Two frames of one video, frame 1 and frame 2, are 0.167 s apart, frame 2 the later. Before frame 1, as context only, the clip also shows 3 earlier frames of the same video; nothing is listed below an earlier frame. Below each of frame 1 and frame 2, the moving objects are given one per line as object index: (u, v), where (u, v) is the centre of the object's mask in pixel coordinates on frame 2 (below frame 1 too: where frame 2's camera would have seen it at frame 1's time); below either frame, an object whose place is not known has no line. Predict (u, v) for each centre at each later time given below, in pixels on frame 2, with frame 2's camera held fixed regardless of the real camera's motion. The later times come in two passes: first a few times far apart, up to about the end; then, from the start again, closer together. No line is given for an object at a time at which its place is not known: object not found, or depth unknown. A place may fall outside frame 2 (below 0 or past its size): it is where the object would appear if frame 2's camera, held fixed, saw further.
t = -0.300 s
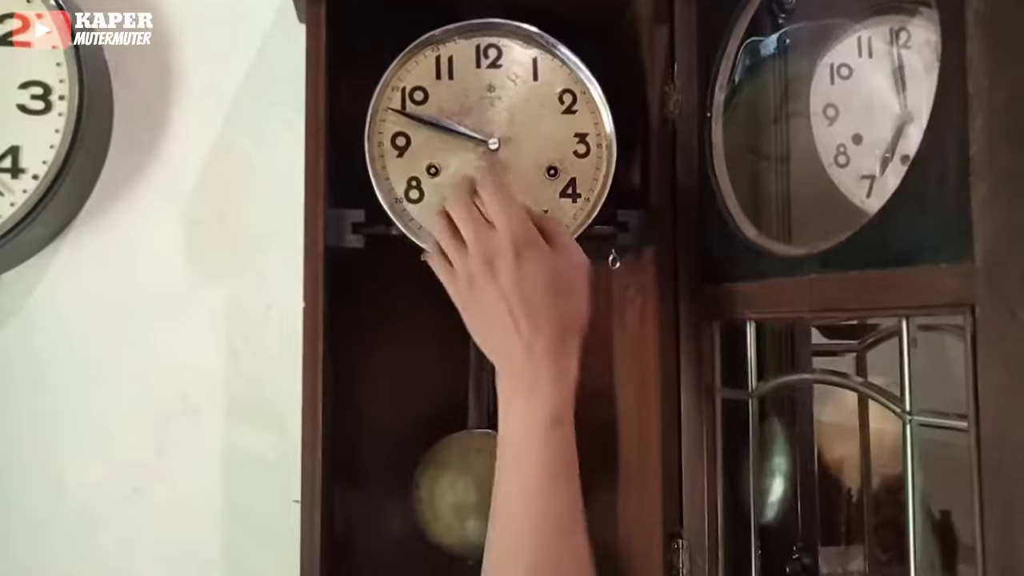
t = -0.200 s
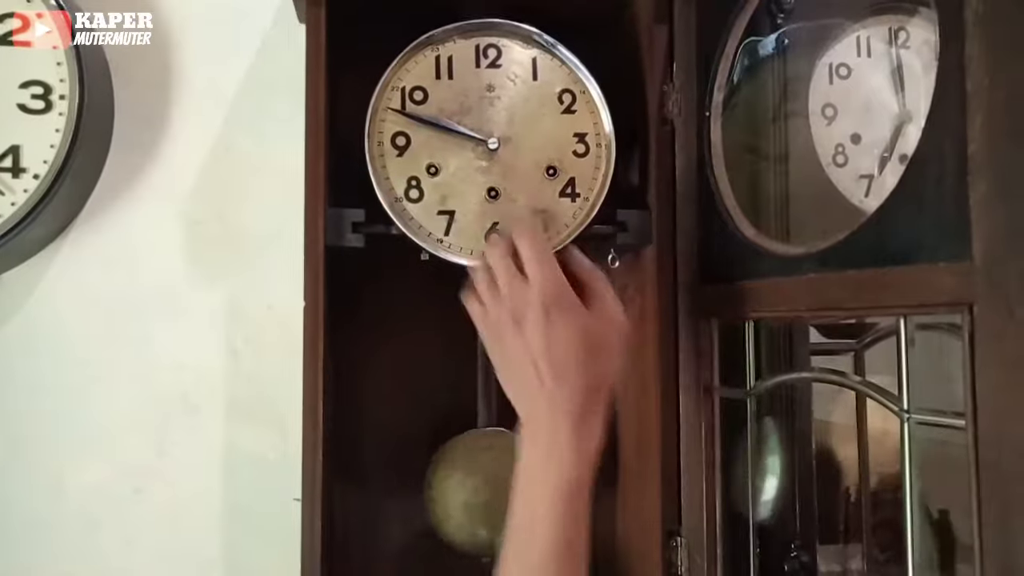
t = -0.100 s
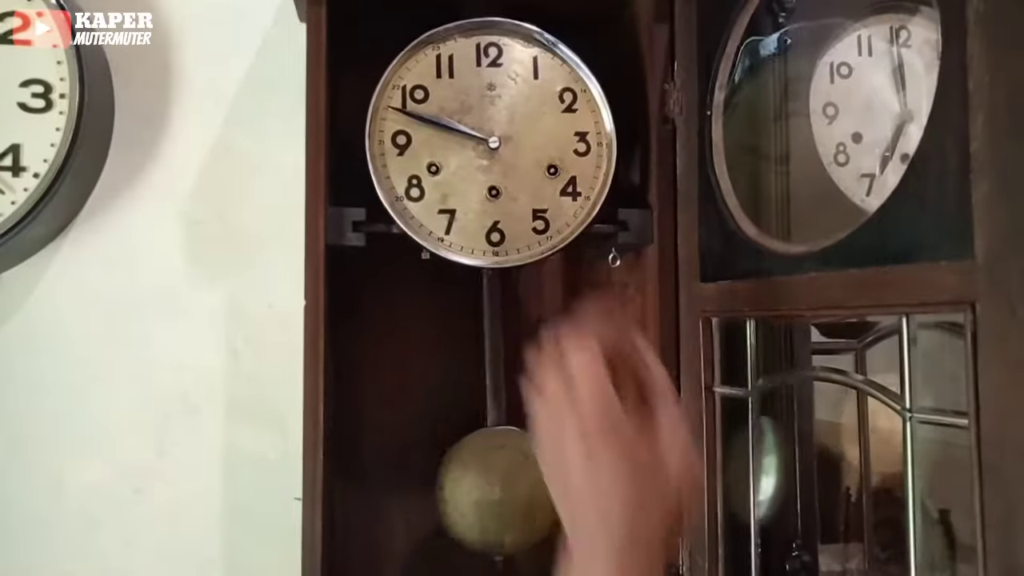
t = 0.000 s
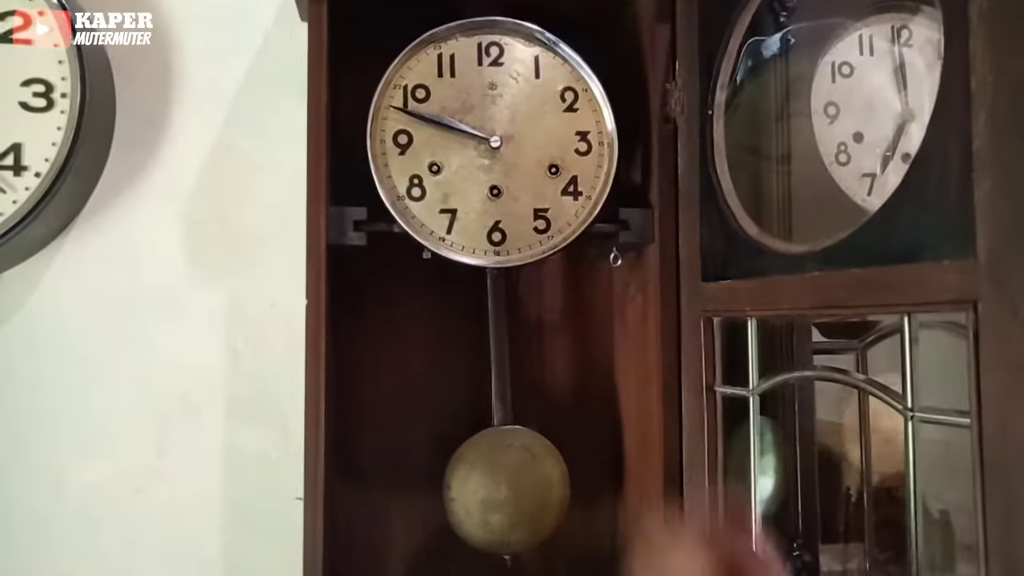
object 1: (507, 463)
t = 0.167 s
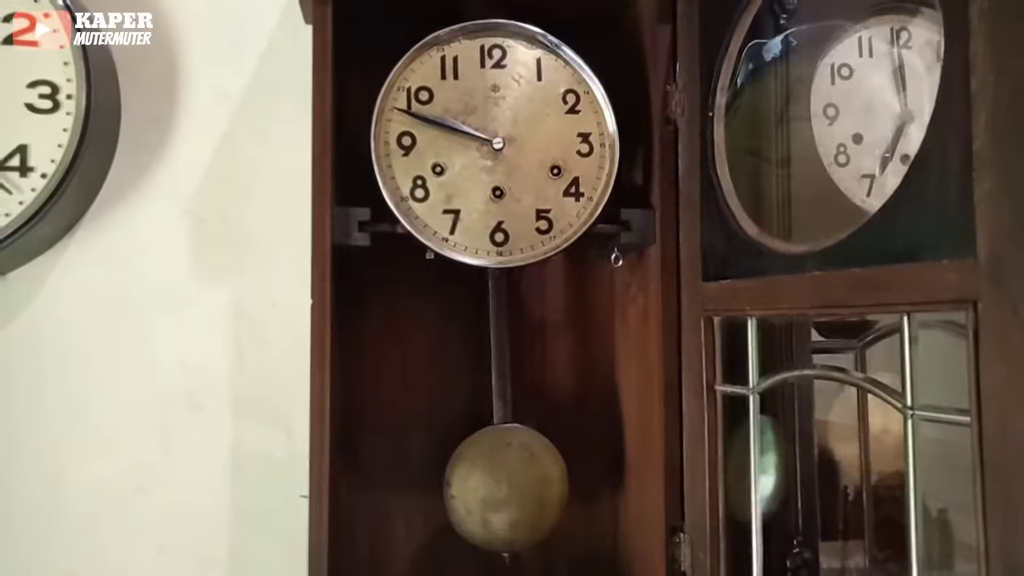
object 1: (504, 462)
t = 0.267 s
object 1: (496, 463)
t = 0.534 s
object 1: (469, 460)
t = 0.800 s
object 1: (474, 461)
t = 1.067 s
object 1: (502, 463)
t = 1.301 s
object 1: (506, 463)
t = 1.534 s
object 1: (484, 462)
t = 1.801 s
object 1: (466, 462)
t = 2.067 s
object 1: (484, 461)
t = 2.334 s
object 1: (507, 463)
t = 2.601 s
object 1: (496, 463)
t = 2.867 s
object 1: (471, 460)
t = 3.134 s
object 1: (476, 461)
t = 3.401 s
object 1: (502, 463)
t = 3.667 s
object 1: (507, 463)
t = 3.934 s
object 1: (482, 461)
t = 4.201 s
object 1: (467, 461)
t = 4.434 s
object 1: (484, 463)
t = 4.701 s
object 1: (507, 462)
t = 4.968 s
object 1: (495, 462)
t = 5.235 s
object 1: (469, 461)
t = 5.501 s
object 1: (475, 459)
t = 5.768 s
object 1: (501, 463)
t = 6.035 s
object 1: (504, 462)
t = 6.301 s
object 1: (481, 460)
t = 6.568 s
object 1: (467, 460)
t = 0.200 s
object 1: (502, 462)
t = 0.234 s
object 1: (499, 462)
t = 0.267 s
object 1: (496, 463)
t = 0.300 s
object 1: (492, 462)
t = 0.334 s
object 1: (488, 462)
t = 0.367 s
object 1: (484, 462)
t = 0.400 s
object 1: (481, 460)
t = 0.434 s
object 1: (478, 459)
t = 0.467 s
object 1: (474, 460)
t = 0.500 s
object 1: (472, 459)
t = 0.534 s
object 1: (469, 460)
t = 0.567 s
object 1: (467, 462)
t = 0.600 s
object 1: (466, 461)
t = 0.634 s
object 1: (466, 462)
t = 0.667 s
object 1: (466, 462)
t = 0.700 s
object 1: (467, 462)
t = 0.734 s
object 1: (469, 462)
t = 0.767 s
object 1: (471, 461)
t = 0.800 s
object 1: (474, 461)
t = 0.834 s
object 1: (477, 459)
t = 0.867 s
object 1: (481, 459)
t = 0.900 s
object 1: (484, 460)
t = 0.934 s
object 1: (488, 461)
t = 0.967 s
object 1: (492, 463)
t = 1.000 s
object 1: (495, 463)
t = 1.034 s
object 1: (499, 463)
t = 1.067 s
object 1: (502, 463)
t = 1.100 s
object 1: (504, 464)
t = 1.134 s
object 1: (506, 463)
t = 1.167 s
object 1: (507, 463)
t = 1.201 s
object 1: (508, 463)
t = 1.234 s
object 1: (508, 463)
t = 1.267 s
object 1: (507, 463)
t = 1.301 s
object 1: (506, 463)
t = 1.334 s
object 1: (504, 463)
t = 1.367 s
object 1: (502, 464)
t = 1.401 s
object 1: (499, 464)
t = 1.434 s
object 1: (495, 464)
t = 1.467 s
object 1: (492, 464)
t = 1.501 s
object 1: (488, 464)
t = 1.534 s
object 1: (484, 462)
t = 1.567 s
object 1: (481, 462)
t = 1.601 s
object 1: (478, 459)
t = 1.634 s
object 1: (474, 460)
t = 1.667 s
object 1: (471, 460)
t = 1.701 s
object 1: (469, 461)
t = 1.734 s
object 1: (467, 462)
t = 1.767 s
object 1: (466, 462)
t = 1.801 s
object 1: (466, 462)
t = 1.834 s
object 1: (466, 462)
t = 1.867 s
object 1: (467, 462)
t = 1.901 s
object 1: (469, 462)
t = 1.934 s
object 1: (471, 462)
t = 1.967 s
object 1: (474, 460)
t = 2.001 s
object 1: (478, 458)
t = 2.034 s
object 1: (481, 460)
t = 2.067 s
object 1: (484, 461)
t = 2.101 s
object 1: (488, 462)
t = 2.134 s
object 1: (492, 461)
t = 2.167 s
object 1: (496, 462)
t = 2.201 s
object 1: (499, 463)
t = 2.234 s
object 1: (502, 463)
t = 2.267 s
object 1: (505, 464)
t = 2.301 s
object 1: (506, 464)
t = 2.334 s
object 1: (507, 463)
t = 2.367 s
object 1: (508, 463)
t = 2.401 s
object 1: (508, 463)
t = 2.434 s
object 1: (507, 463)
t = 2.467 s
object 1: (506, 464)
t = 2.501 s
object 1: (504, 463)
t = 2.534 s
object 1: (502, 463)
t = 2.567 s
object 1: (499, 463)
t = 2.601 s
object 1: (496, 463)
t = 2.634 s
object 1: (493, 464)
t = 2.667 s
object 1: (489, 463)
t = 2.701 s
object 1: (485, 463)
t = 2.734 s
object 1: (482, 461)
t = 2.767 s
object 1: (479, 460)
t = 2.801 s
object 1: (475, 461)
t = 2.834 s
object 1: (473, 461)
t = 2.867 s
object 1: (471, 460)
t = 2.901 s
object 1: (469, 460)
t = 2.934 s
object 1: (468, 461)
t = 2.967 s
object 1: (468, 462)
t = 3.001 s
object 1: (468, 462)
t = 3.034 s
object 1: (469, 462)
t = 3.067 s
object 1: (471, 462)
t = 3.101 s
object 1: (473, 461)
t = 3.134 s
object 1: (476, 461)
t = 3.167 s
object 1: (479, 459)
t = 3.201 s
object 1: (481, 463)
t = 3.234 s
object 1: (485, 463)
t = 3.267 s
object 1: (489, 464)
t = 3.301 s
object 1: (493, 464)
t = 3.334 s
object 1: (496, 464)
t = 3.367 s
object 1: (499, 463)
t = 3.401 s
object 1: (502, 463)
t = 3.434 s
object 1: (505, 464)
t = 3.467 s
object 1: (506, 463)
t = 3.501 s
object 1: (508, 464)
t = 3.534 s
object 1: (508, 464)
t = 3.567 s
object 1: (508, 463)
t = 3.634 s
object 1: (508, 462)
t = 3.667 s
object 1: (507, 463)
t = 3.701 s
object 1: (505, 463)
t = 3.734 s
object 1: (502, 464)
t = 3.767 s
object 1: (500, 464)
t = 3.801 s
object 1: (496, 463)
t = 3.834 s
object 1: (493, 462)
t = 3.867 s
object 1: (489, 463)
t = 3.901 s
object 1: (485, 463)
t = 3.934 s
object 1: (482, 461)
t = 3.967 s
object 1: (478, 460)
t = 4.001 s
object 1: (475, 460)
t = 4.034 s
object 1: (472, 460)
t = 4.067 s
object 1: (469, 461)
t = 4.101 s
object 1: (468, 461)
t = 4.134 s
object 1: (467, 461)
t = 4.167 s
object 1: (467, 461)
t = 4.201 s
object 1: (467, 461)
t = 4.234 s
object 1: (468, 461)
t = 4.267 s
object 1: (469, 461)
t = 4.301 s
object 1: (471, 462)
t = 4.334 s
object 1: (474, 460)
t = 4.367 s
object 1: (478, 458)
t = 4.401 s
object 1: (480, 461)
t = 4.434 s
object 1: (484, 463)
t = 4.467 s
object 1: (488, 463)
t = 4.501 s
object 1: (492, 463)
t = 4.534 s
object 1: (495, 463)
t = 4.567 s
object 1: (499, 463)
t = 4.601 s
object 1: (502, 463)
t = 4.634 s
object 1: (504, 462)
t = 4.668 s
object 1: (506, 462)
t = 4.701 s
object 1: (507, 462)
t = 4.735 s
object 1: (507, 462)
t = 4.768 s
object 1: (507, 461)
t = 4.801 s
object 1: (507, 461)
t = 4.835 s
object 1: (505, 462)
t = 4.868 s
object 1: (504, 462)
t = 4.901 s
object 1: (501, 462)
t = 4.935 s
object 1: (498, 462)
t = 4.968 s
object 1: (495, 462)
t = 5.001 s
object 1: (492, 461)
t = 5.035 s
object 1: (488, 462)
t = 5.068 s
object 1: (484, 462)
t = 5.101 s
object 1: (481, 460)
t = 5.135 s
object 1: (477, 458)
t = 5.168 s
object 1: (474, 458)
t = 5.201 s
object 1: (471, 460)
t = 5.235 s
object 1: (469, 461)
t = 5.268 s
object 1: (468, 461)
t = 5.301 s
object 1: (467, 461)
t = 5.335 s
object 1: (466, 460)
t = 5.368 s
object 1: (467, 460)
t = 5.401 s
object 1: (468, 460)
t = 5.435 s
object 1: (469, 460)
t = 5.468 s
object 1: (472, 459)
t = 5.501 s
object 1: (475, 459)
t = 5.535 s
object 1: (478, 456)
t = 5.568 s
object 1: (481, 458)
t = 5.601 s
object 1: (484, 460)
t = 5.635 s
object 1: (488, 461)
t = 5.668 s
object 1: (492, 461)
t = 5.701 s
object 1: (495, 462)
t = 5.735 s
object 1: (499, 462)
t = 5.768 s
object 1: (501, 463)
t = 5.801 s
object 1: (504, 463)
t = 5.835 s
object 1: (505, 463)
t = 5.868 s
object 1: (506, 462)
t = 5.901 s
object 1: (507, 462)
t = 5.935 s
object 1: (507, 462)
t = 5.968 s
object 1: (507, 462)
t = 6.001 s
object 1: (506, 462)
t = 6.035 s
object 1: (504, 462)
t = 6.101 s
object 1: (501, 462)
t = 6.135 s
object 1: (499, 462)
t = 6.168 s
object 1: (495, 462)
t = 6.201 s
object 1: (492, 462)
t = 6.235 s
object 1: (488, 462)
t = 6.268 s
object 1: (485, 461)
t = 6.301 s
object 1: (481, 460)
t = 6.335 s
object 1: (478, 458)
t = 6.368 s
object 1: (475, 459)
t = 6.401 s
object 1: (472, 460)
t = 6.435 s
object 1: (470, 460)
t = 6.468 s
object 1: (468, 460)
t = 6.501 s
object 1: (468, 459)
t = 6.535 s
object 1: (467, 460)
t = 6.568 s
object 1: (467, 460)
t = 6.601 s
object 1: (468, 460)
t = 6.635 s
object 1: (470, 459)
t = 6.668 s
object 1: (472, 459)
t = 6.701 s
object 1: (475, 459)
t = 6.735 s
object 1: (479, 457)
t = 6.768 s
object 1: (482, 460)
